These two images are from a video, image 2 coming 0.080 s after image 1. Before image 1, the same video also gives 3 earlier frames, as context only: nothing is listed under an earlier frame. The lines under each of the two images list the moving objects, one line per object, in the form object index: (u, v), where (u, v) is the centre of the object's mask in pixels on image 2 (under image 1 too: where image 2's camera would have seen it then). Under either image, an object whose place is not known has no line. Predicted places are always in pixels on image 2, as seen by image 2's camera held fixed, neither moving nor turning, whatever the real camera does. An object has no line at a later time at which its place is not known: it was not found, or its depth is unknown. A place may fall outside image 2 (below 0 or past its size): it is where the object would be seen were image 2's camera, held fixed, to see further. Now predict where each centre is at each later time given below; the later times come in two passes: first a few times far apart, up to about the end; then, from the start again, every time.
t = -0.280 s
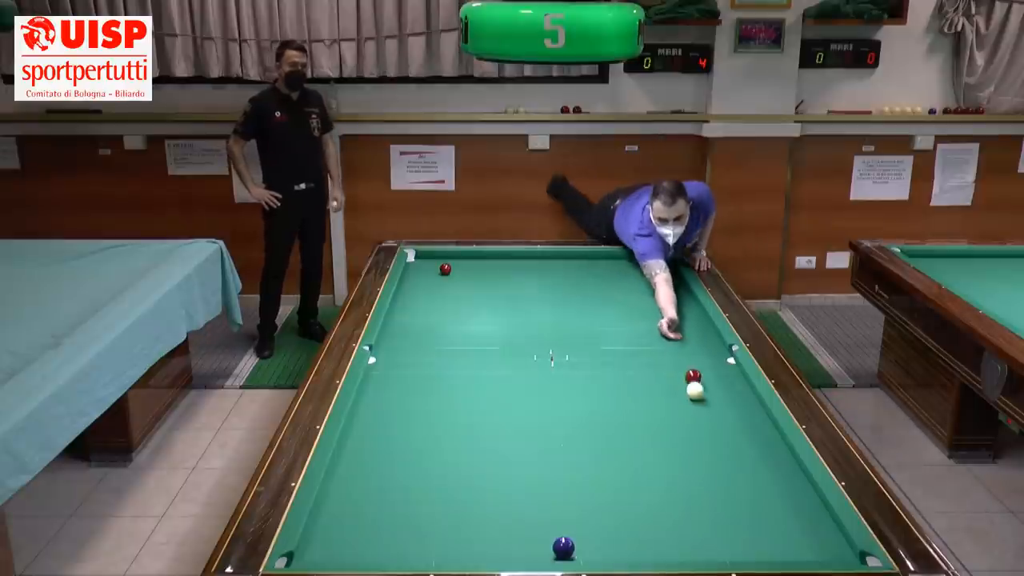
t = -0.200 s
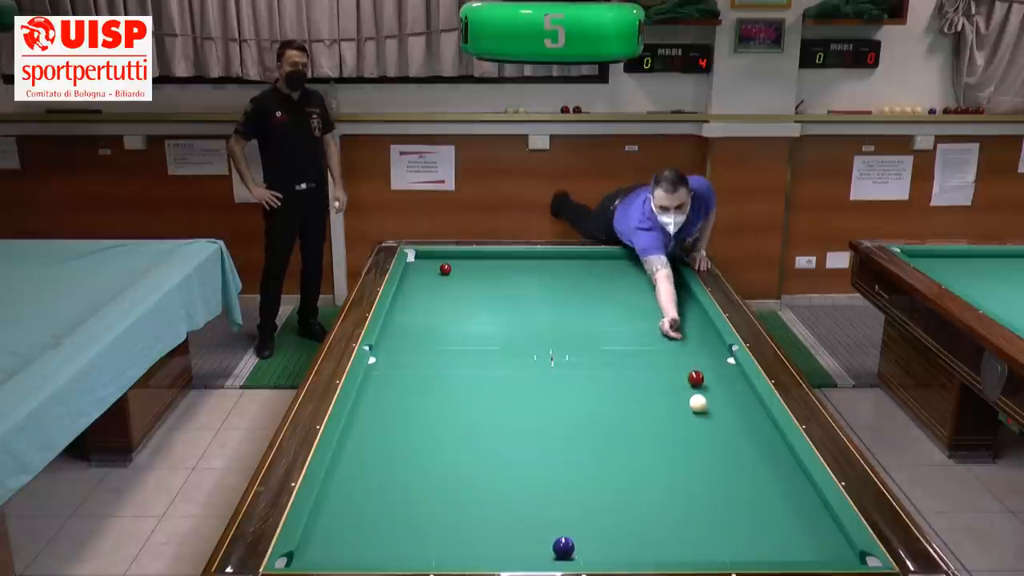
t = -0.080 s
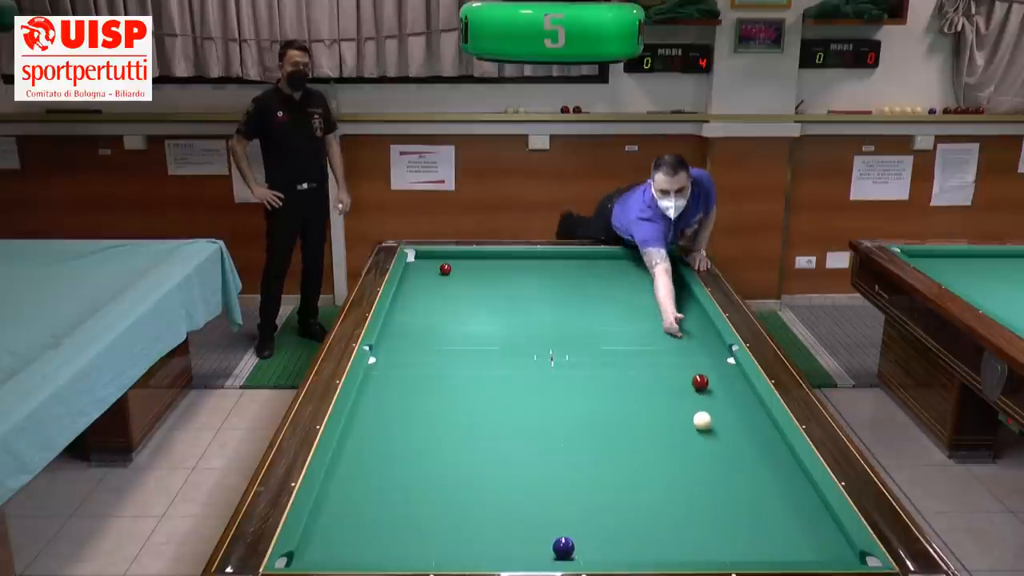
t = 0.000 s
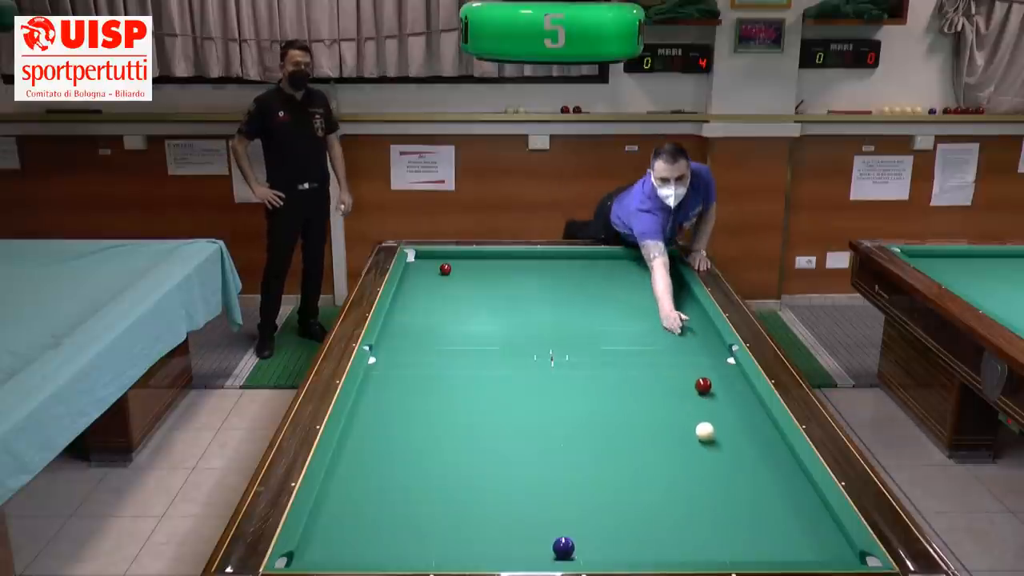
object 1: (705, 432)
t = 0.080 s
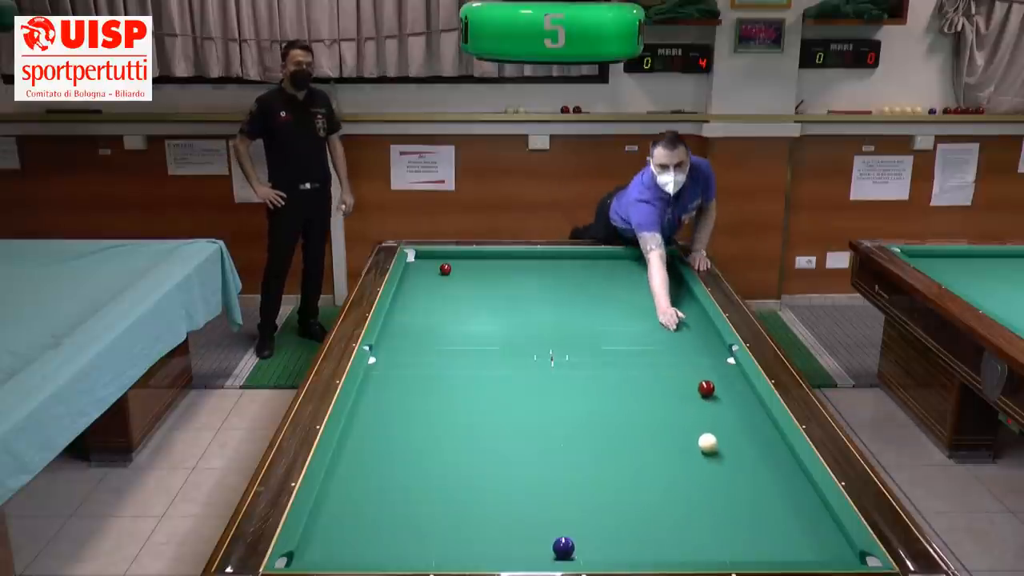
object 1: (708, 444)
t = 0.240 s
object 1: (714, 469)
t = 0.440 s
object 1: (722, 503)
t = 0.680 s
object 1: (732, 547)
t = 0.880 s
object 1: (723, 540)
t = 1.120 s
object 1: (705, 512)
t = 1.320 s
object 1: (692, 490)
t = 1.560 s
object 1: (677, 466)
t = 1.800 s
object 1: (664, 445)
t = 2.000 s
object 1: (655, 429)
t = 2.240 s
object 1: (644, 412)
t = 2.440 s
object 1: (636, 398)
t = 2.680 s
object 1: (627, 384)
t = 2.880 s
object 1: (620, 373)
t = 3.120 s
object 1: (613, 360)
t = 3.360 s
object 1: (606, 349)
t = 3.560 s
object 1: (601, 340)
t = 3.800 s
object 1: (595, 330)
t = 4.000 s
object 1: (591, 323)
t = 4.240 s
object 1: (586, 314)
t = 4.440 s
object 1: (582, 308)
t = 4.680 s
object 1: (577, 300)
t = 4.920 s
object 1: (573, 294)
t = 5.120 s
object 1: (570, 288)
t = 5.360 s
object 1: (566, 282)
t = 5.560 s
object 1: (563, 278)
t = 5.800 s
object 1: (560, 273)
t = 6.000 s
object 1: (557, 269)
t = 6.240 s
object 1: (555, 264)
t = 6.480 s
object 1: (552, 260)
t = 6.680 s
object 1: (550, 256)
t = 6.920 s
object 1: (548, 257)
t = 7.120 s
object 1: (548, 259)
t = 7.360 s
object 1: (547, 261)
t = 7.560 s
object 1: (546, 263)
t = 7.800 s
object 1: (546, 265)
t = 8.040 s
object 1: (545, 266)
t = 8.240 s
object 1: (545, 268)
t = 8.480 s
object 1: (544, 269)
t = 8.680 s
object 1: (544, 270)
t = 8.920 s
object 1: (543, 272)
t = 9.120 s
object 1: (543, 273)
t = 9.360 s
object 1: (543, 274)
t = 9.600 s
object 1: (542, 275)
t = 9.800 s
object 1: (542, 275)
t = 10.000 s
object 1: (542, 276)
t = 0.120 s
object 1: (710, 450)
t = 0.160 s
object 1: (711, 456)
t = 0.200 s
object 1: (712, 463)
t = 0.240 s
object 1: (714, 469)
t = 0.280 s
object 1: (715, 475)
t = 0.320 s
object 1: (717, 482)
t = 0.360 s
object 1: (718, 488)
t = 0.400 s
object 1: (720, 495)
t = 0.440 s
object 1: (722, 503)
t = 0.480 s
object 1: (724, 510)
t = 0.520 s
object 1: (725, 517)
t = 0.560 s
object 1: (727, 525)
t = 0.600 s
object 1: (729, 533)
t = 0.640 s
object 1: (731, 541)
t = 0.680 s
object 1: (732, 547)
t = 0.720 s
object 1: (734, 553)
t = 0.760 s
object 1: (733, 554)
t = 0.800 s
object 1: (729, 549)
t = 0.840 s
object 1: (726, 546)
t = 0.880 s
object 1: (723, 540)
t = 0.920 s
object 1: (720, 535)
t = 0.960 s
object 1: (717, 531)
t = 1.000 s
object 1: (714, 525)
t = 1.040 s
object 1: (711, 521)
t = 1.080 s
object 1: (708, 516)
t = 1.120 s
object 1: (705, 512)
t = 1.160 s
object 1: (703, 507)
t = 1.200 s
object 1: (700, 502)
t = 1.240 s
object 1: (697, 498)
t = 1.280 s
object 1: (694, 494)
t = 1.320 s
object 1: (692, 490)
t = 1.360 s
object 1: (689, 485)
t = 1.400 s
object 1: (687, 481)
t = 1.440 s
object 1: (684, 478)
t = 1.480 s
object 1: (682, 474)
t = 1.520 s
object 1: (680, 470)
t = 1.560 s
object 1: (677, 466)
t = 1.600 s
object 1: (675, 462)
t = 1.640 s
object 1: (673, 459)
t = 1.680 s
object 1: (671, 455)
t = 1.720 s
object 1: (669, 452)
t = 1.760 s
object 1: (666, 448)
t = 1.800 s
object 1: (664, 445)
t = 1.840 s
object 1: (663, 442)
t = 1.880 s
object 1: (661, 438)
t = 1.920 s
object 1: (659, 435)
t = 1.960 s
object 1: (657, 432)
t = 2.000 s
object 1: (655, 429)
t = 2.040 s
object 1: (653, 426)
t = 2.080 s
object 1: (651, 423)
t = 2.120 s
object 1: (650, 420)
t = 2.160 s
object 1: (648, 417)
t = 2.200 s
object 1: (646, 415)
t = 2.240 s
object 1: (644, 412)
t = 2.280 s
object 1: (643, 409)
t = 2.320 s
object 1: (641, 406)
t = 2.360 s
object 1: (639, 403)
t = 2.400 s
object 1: (638, 401)
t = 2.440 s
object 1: (636, 398)
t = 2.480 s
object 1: (635, 396)
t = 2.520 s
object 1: (633, 393)
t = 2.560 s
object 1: (632, 391)
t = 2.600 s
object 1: (630, 389)
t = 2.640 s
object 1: (629, 386)
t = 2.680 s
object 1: (627, 384)
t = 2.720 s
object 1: (626, 381)
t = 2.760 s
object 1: (625, 379)
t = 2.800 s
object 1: (623, 377)
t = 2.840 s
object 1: (622, 375)
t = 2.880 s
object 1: (620, 373)
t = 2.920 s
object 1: (619, 370)
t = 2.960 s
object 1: (618, 368)
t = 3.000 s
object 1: (617, 366)
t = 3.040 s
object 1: (616, 364)
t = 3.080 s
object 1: (614, 362)
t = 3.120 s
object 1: (613, 360)
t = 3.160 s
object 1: (612, 358)
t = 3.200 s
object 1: (611, 356)
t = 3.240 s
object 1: (610, 355)
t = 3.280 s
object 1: (609, 353)
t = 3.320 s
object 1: (607, 351)
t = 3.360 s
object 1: (606, 349)
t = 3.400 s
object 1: (605, 347)
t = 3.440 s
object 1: (604, 345)
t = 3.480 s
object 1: (603, 344)
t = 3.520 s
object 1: (602, 342)
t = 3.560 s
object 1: (601, 340)
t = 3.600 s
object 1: (600, 339)
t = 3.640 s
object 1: (599, 337)
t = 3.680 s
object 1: (598, 335)
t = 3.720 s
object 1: (597, 334)
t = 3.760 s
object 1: (596, 332)
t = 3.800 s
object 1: (595, 330)
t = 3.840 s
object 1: (594, 329)
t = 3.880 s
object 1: (593, 327)
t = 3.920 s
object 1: (593, 326)
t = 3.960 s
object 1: (592, 324)
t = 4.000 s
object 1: (591, 323)
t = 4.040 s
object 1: (590, 321)
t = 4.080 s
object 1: (589, 320)
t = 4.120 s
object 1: (588, 319)
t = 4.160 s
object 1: (588, 317)
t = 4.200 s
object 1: (587, 316)
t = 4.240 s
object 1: (586, 314)
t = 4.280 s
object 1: (585, 313)
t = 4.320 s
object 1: (584, 312)
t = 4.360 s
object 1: (583, 310)
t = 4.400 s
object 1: (583, 309)
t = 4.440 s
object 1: (582, 308)
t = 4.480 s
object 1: (581, 306)
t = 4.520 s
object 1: (580, 305)
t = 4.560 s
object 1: (580, 304)
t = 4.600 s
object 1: (579, 303)
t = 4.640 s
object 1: (578, 301)
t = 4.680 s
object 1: (577, 300)
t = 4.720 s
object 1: (577, 299)
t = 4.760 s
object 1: (576, 298)
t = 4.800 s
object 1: (575, 297)
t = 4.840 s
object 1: (574, 296)
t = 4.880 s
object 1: (574, 295)
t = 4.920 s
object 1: (573, 294)
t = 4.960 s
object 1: (573, 293)
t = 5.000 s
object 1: (572, 291)
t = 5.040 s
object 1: (571, 290)
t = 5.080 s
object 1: (571, 289)
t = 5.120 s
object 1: (570, 288)
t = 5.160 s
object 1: (569, 287)
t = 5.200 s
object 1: (569, 286)
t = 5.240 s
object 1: (568, 286)
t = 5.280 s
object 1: (567, 284)
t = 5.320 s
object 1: (567, 283)
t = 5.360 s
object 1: (566, 282)
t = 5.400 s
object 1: (566, 281)
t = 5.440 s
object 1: (565, 280)
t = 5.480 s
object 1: (565, 280)
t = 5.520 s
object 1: (564, 279)
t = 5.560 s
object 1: (563, 278)
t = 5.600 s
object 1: (563, 277)
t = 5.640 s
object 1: (562, 276)
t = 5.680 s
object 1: (562, 275)
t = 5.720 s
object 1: (561, 274)
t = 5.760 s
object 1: (561, 273)
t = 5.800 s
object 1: (560, 273)
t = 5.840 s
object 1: (560, 272)
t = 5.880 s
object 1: (559, 271)
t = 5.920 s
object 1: (559, 270)
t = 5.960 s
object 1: (558, 269)
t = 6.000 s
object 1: (557, 269)
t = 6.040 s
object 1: (557, 268)
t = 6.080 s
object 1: (556, 267)
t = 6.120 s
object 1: (556, 266)
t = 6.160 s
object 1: (555, 265)
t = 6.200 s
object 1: (555, 265)
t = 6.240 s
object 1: (555, 264)
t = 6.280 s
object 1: (554, 263)
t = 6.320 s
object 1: (554, 263)
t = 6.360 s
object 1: (553, 262)
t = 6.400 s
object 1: (553, 261)
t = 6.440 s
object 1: (552, 260)
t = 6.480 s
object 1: (552, 260)
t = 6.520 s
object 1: (551, 259)
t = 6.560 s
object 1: (551, 258)
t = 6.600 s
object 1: (550, 258)
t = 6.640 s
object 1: (550, 257)
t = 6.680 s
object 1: (550, 256)
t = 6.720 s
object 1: (549, 256)
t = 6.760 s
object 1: (549, 256)
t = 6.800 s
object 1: (549, 256)
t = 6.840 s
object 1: (549, 256)
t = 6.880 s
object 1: (549, 257)
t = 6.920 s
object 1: (548, 257)
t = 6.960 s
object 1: (548, 257)
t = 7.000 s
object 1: (548, 258)
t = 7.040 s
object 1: (548, 258)
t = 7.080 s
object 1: (548, 259)
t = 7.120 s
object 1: (548, 259)
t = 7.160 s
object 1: (548, 259)
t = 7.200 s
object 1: (548, 260)
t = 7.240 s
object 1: (547, 260)
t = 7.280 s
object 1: (547, 260)
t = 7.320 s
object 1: (547, 261)
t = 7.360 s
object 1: (547, 261)
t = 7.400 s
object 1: (547, 261)
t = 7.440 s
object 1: (547, 262)
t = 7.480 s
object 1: (546, 262)
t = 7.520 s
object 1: (546, 262)
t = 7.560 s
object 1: (546, 263)
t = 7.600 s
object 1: (546, 263)
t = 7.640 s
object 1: (546, 263)
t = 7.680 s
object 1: (546, 264)
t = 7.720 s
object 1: (546, 264)
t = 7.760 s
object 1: (546, 264)
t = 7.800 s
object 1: (546, 265)
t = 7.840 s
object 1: (546, 265)
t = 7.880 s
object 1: (545, 265)
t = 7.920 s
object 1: (545, 265)
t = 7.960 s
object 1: (545, 266)
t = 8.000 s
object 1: (545, 266)
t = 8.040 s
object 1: (545, 266)
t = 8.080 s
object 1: (545, 267)
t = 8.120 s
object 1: (545, 267)
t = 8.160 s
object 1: (545, 267)
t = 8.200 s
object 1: (545, 267)
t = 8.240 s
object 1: (545, 268)
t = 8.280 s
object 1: (545, 268)
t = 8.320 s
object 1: (545, 268)
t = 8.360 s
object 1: (544, 268)
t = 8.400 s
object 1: (544, 269)
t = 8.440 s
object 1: (544, 269)
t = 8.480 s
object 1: (544, 269)
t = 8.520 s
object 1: (544, 269)
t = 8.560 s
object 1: (544, 270)
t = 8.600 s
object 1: (544, 270)
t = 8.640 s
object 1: (544, 270)
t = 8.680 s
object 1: (544, 270)
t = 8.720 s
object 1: (544, 270)
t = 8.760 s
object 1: (544, 271)
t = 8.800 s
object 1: (544, 271)
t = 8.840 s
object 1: (544, 271)
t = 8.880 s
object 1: (544, 271)
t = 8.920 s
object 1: (543, 272)
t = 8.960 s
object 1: (543, 272)
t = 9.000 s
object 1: (543, 272)
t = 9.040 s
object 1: (543, 272)
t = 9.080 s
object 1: (543, 273)
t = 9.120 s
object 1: (543, 273)
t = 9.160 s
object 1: (543, 273)
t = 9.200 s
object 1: (543, 273)
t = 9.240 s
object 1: (543, 273)
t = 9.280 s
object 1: (543, 274)
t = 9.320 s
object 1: (543, 274)
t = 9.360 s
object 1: (543, 274)
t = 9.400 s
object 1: (543, 274)
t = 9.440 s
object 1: (543, 274)
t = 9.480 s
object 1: (543, 274)
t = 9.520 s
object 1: (542, 274)
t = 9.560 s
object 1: (543, 274)
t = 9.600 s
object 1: (542, 275)
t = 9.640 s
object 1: (542, 275)
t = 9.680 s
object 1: (542, 275)
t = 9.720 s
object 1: (542, 275)
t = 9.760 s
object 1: (543, 275)
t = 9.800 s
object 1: (542, 275)
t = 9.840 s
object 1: (542, 275)
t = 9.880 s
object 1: (542, 275)
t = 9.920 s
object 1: (542, 276)
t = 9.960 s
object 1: (542, 276)
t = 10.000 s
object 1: (542, 276)
